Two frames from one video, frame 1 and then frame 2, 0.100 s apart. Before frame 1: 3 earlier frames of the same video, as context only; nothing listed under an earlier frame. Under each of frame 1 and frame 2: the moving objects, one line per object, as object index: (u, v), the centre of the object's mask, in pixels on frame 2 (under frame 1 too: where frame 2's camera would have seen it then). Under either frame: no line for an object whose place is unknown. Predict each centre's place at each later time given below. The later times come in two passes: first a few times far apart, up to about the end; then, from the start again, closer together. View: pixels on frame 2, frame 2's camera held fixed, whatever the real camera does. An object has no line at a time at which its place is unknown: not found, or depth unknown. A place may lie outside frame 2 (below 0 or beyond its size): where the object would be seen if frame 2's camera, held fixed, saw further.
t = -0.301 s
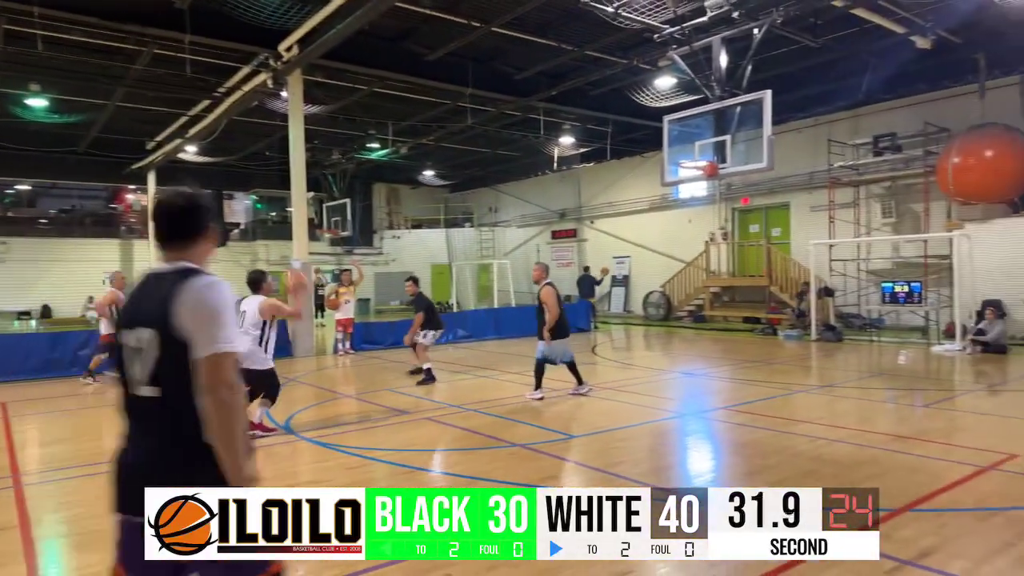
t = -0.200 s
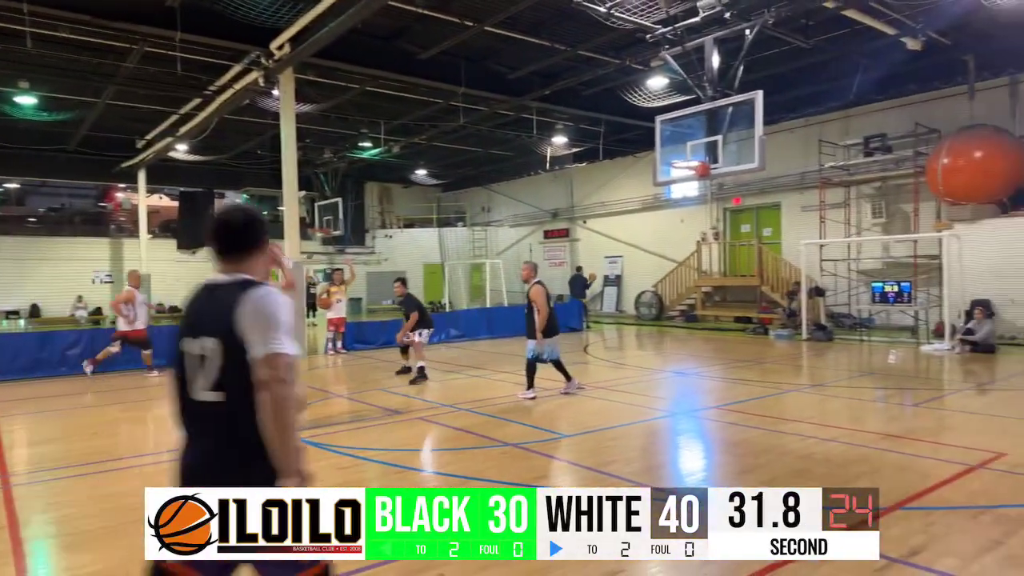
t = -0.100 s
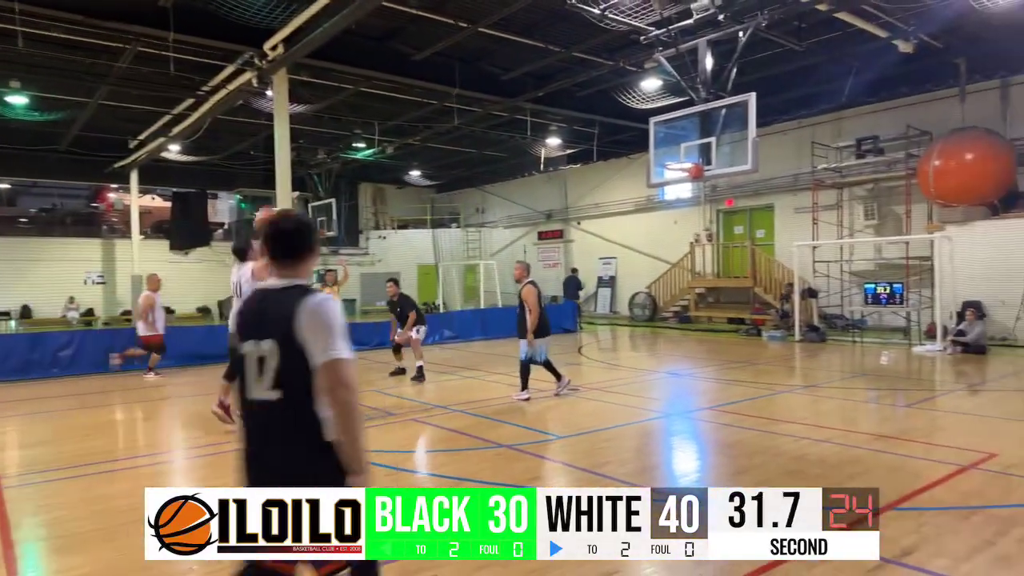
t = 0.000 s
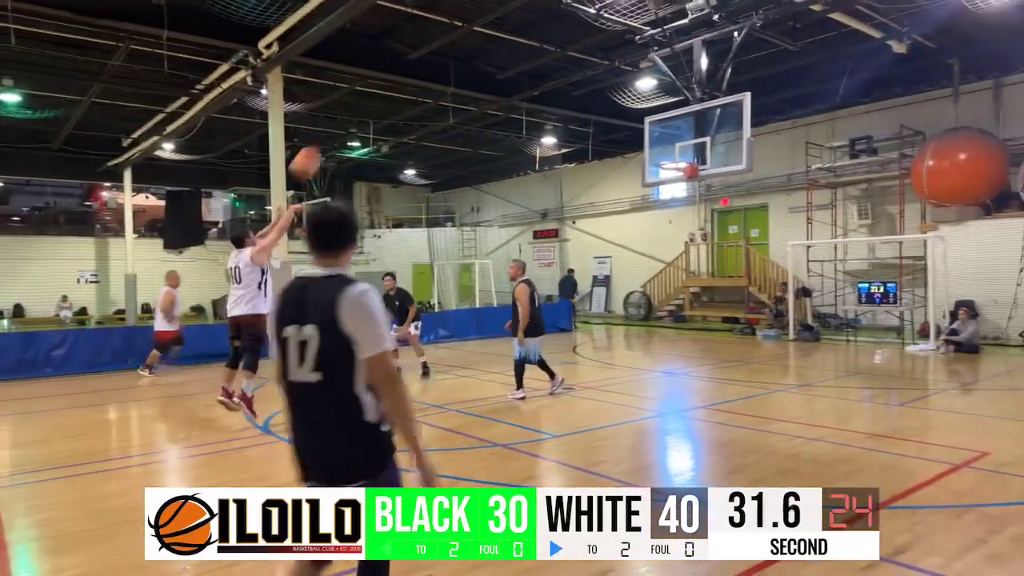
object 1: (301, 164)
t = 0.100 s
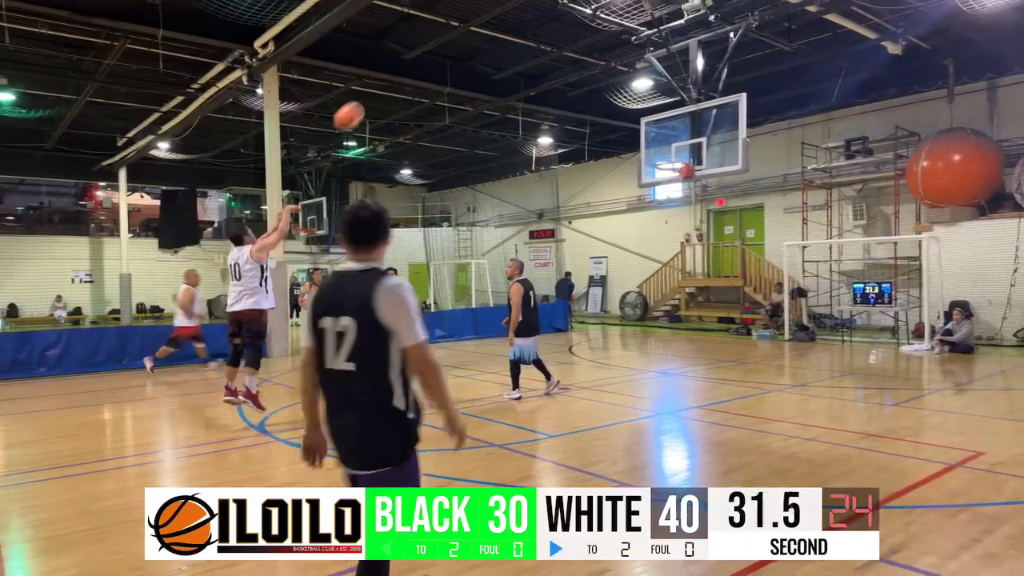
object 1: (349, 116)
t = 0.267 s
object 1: (419, 67)
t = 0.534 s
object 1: (514, 45)
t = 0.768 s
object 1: (583, 72)
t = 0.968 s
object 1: (632, 122)
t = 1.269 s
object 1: (636, 135)
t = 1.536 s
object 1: (599, 141)
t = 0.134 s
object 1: (363, 104)
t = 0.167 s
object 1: (378, 93)
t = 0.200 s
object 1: (392, 82)
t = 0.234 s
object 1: (405, 75)
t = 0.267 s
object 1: (419, 67)
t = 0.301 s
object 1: (432, 61)
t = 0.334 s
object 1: (445, 55)
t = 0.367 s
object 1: (457, 51)
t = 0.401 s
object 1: (469, 48)
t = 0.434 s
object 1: (481, 46)
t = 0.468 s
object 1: (492, 45)
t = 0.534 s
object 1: (514, 45)
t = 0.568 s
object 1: (525, 46)
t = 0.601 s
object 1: (535, 49)
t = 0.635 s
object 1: (545, 51)
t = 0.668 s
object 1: (555, 56)
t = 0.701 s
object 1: (565, 61)
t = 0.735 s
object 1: (574, 66)
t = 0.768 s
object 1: (583, 72)
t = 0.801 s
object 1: (592, 79)
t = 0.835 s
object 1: (600, 87)
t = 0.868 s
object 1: (608, 94)
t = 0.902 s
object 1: (616, 103)
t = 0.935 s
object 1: (625, 115)
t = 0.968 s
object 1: (632, 122)
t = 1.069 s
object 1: (657, 153)
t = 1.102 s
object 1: (657, 155)
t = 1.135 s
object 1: (653, 149)
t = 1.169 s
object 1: (649, 146)
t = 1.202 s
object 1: (644, 142)
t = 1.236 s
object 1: (639, 138)
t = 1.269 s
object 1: (636, 135)
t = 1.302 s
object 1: (632, 133)
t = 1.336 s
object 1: (627, 131)
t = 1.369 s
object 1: (623, 131)
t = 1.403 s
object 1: (618, 131)
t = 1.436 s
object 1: (613, 132)
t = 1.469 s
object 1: (608, 134)
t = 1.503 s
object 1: (604, 137)
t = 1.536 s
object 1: (599, 141)
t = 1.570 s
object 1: (594, 145)
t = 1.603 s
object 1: (589, 151)
